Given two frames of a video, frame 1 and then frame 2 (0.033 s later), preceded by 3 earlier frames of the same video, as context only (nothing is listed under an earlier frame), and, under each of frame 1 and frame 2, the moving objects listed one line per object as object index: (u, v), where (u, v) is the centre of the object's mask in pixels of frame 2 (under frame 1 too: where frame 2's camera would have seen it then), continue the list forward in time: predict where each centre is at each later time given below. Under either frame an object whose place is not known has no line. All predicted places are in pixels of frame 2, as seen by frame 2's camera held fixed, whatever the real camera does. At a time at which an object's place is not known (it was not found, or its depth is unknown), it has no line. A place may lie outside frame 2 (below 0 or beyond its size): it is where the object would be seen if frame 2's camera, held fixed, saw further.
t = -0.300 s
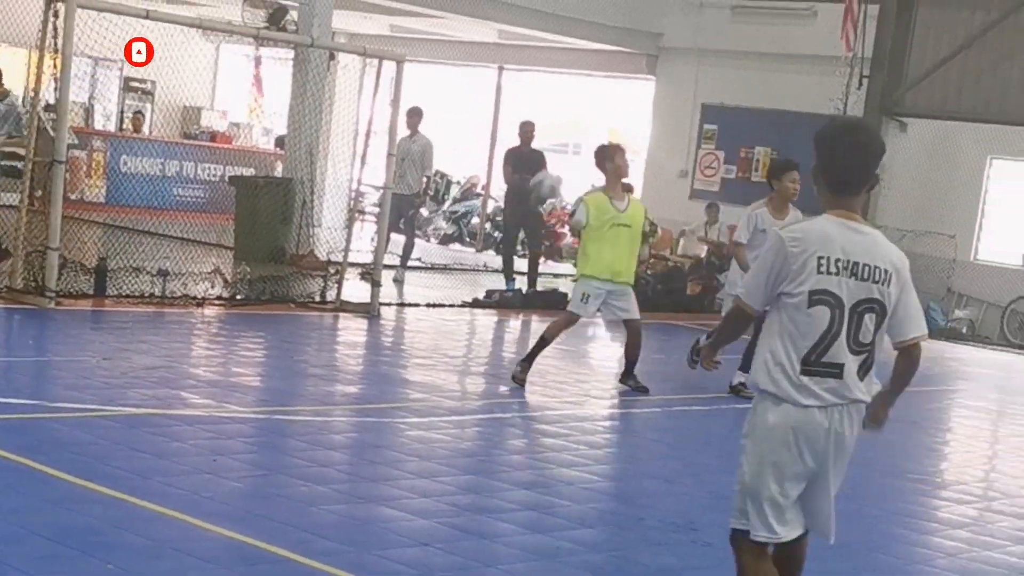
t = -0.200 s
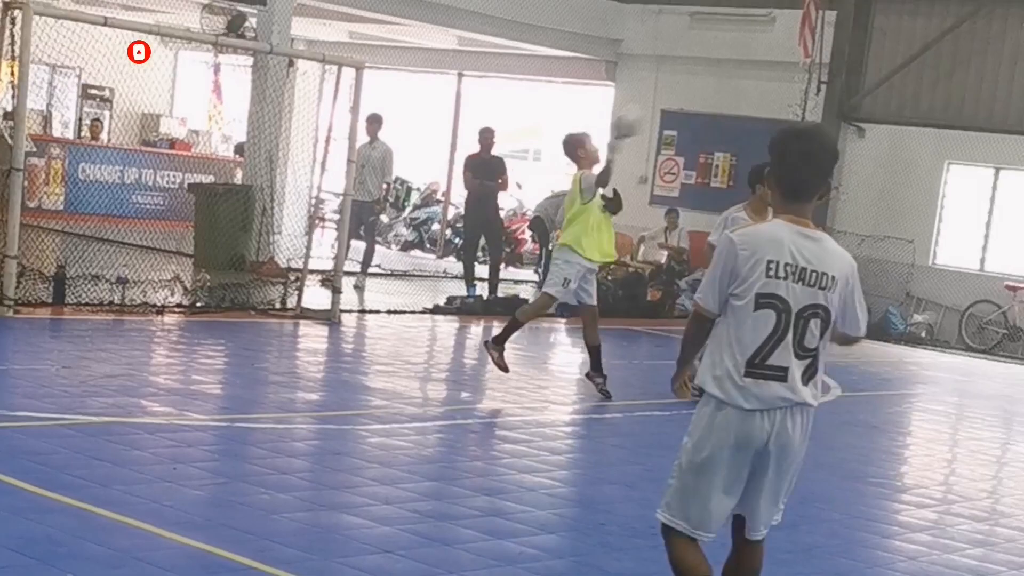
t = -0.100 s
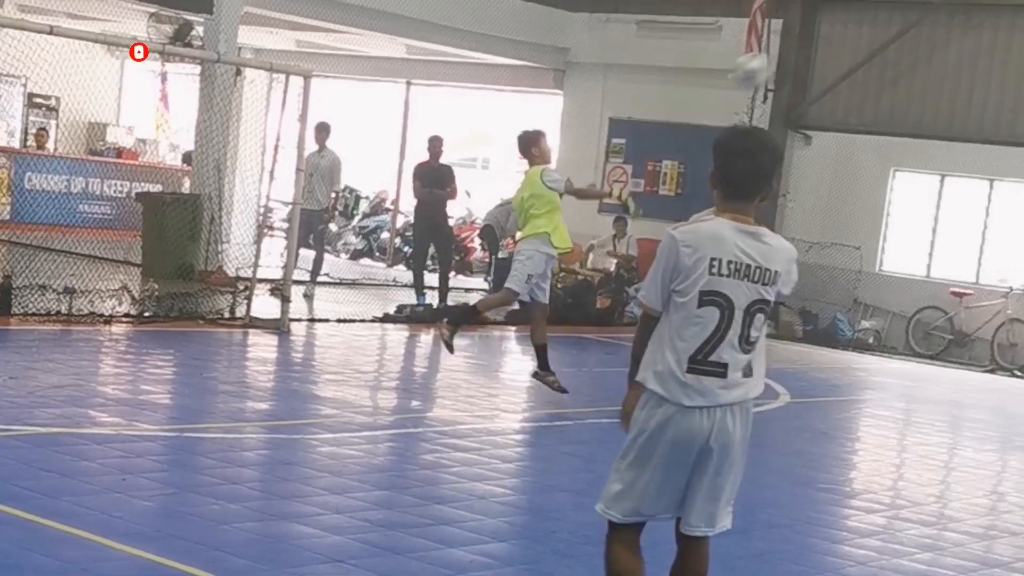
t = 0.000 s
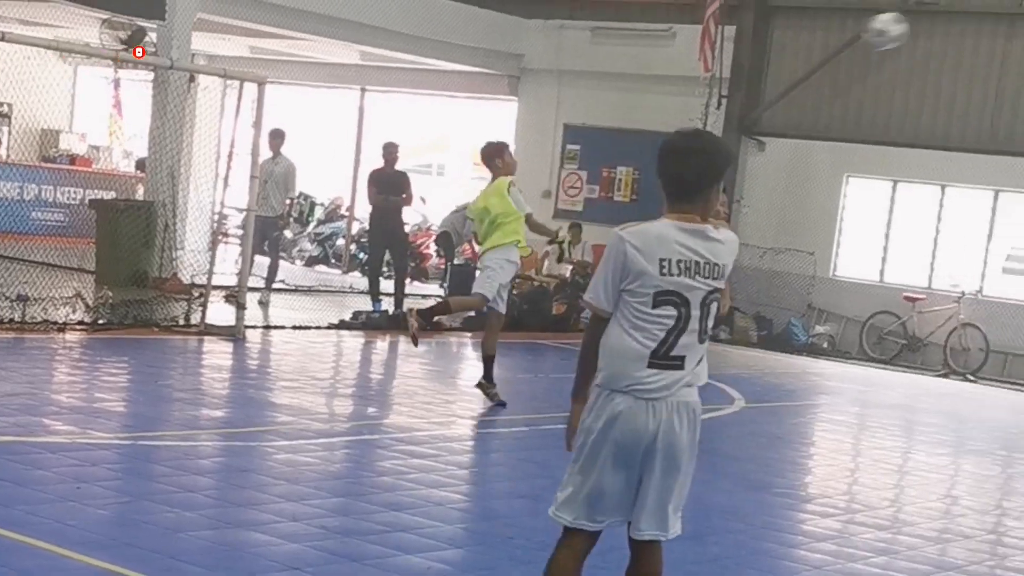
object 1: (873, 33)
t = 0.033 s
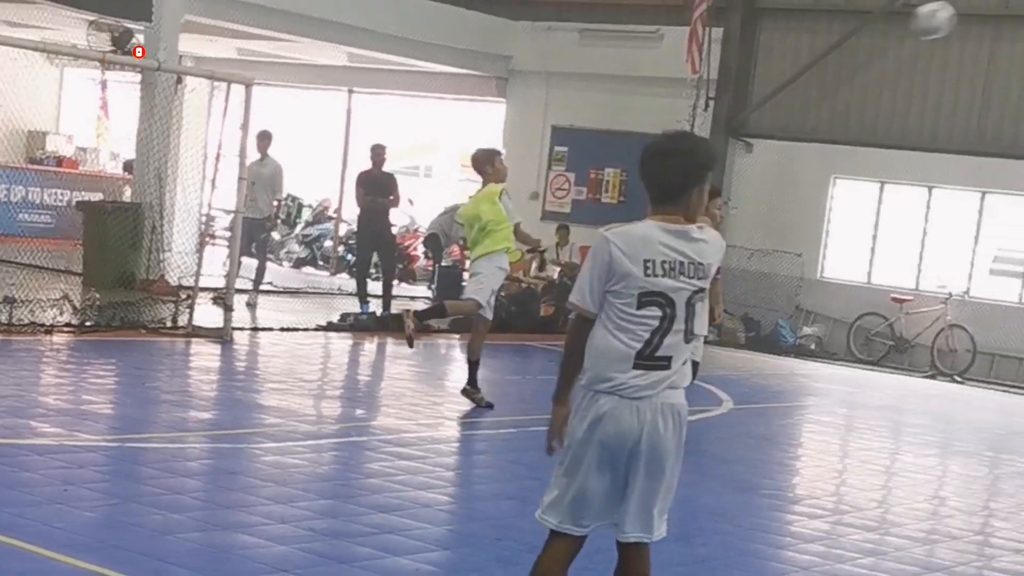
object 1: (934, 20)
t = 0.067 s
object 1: (996, 12)
